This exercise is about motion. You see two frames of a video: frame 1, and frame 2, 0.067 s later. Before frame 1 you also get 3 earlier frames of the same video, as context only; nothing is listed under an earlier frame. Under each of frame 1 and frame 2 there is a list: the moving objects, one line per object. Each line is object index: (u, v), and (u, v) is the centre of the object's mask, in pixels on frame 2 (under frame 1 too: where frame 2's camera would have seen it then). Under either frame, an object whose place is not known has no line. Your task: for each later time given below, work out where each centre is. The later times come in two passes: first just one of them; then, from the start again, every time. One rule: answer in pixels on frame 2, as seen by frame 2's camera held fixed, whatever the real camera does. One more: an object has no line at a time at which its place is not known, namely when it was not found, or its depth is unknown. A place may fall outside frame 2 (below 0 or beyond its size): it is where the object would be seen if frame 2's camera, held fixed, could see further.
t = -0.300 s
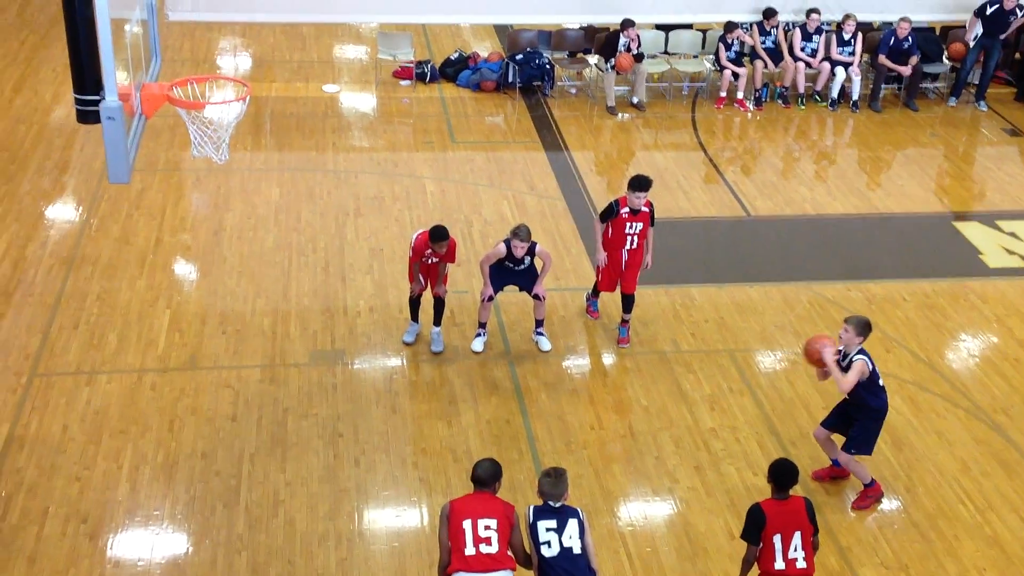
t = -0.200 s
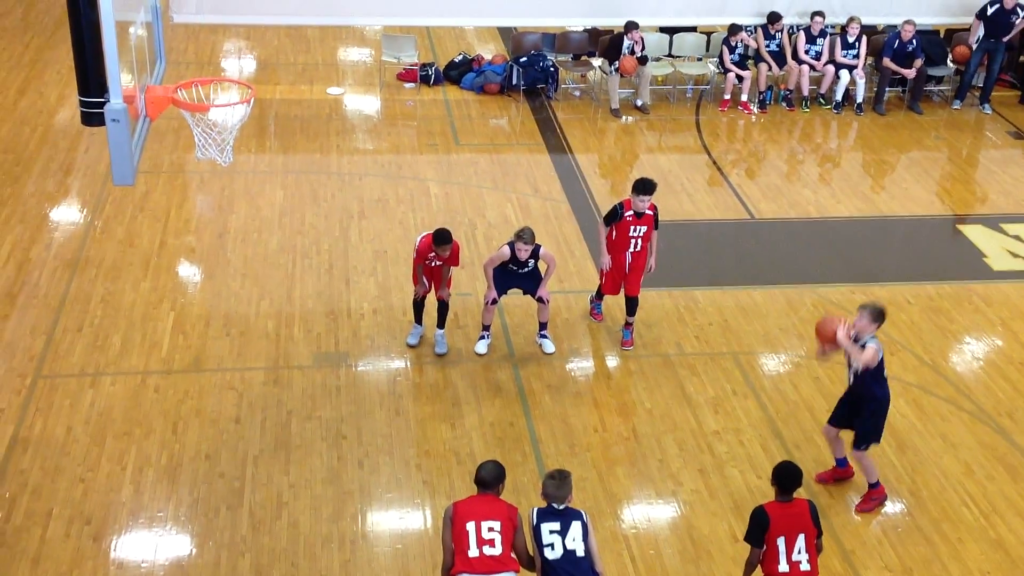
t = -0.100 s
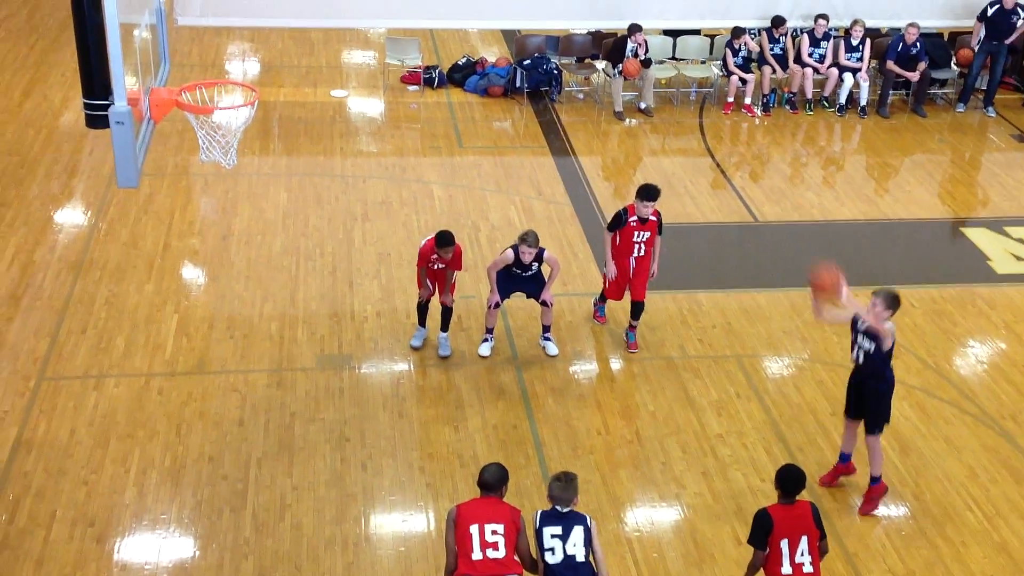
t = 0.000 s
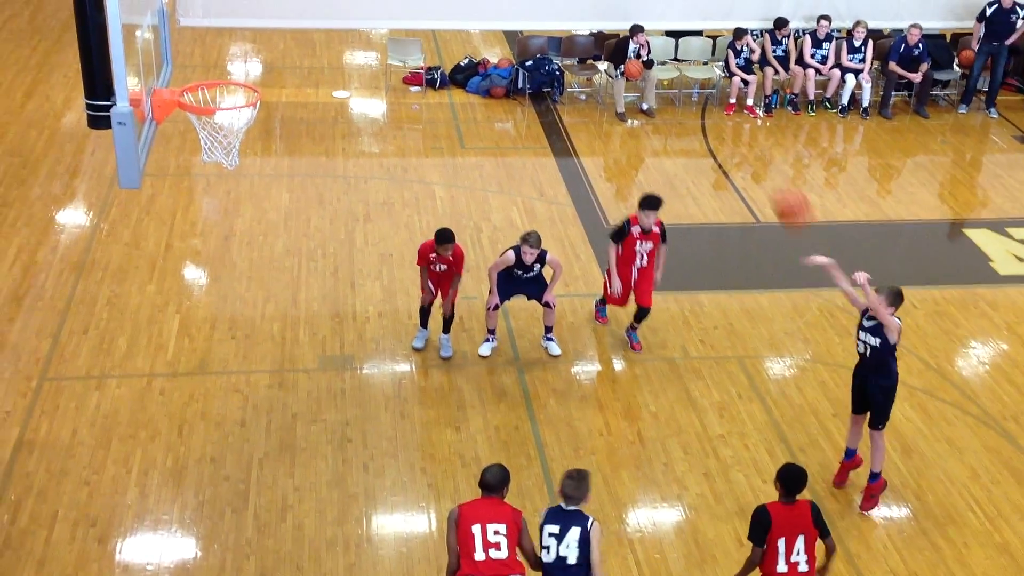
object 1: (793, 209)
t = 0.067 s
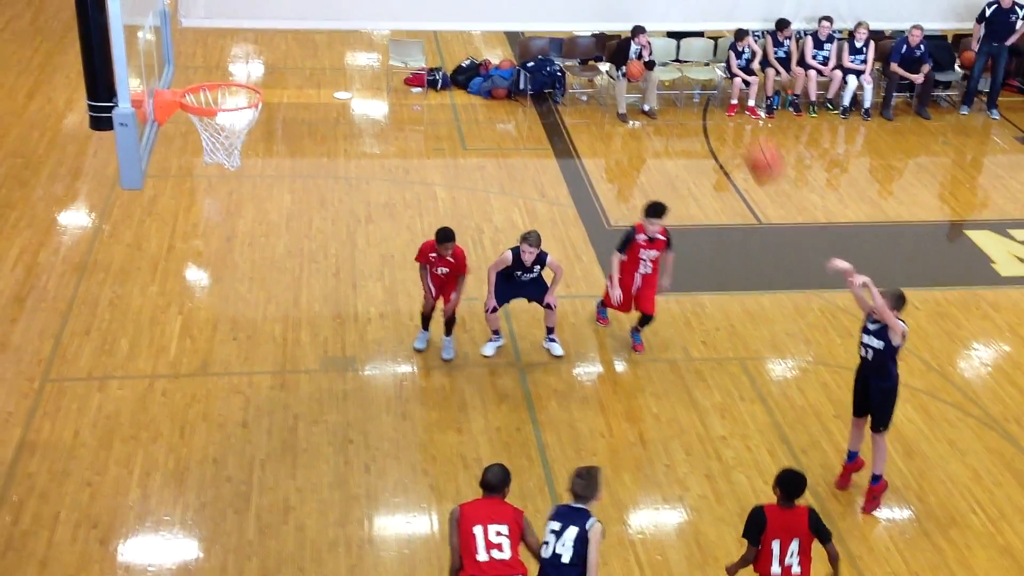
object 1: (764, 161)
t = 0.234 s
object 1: (684, 59)
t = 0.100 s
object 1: (749, 138)
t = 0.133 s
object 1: (732, 114)
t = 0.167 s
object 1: (717, 95)
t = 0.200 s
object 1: (700, 76)
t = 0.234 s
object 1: (684, 59)
